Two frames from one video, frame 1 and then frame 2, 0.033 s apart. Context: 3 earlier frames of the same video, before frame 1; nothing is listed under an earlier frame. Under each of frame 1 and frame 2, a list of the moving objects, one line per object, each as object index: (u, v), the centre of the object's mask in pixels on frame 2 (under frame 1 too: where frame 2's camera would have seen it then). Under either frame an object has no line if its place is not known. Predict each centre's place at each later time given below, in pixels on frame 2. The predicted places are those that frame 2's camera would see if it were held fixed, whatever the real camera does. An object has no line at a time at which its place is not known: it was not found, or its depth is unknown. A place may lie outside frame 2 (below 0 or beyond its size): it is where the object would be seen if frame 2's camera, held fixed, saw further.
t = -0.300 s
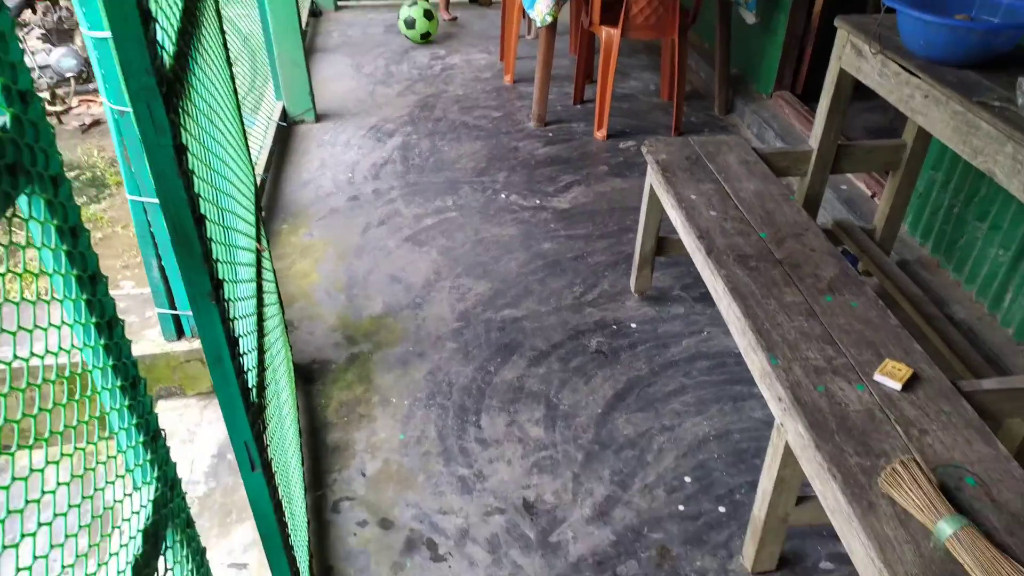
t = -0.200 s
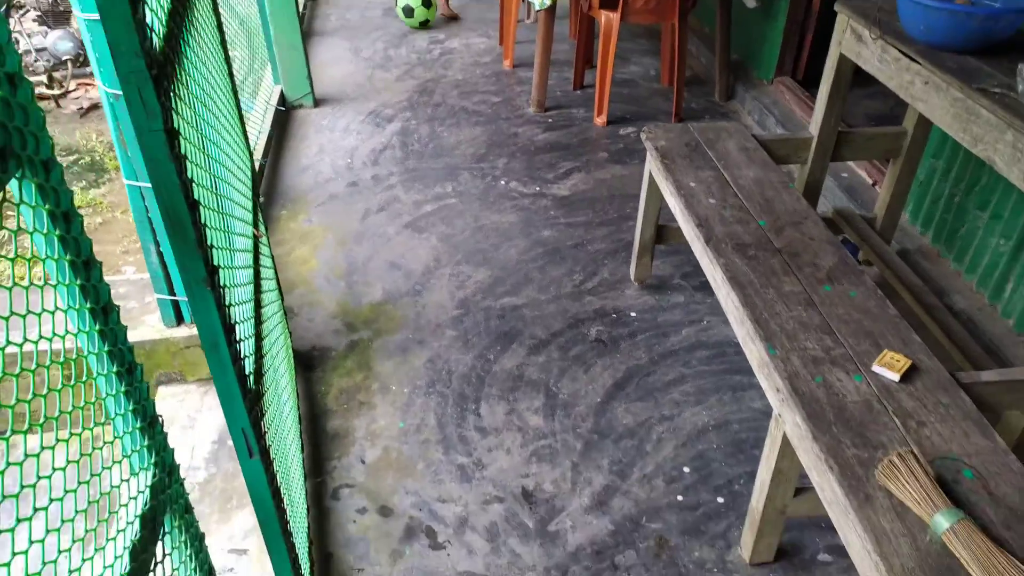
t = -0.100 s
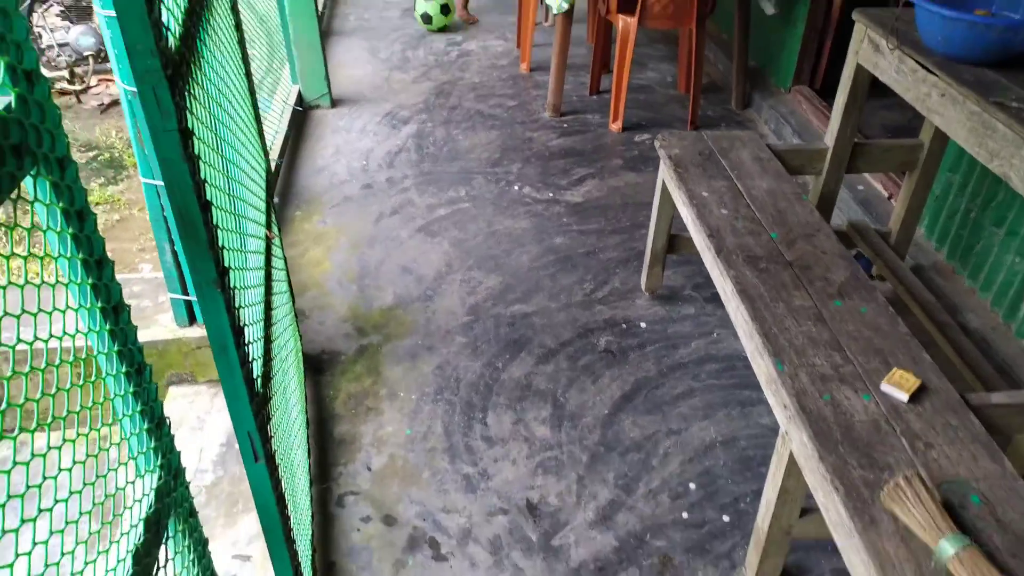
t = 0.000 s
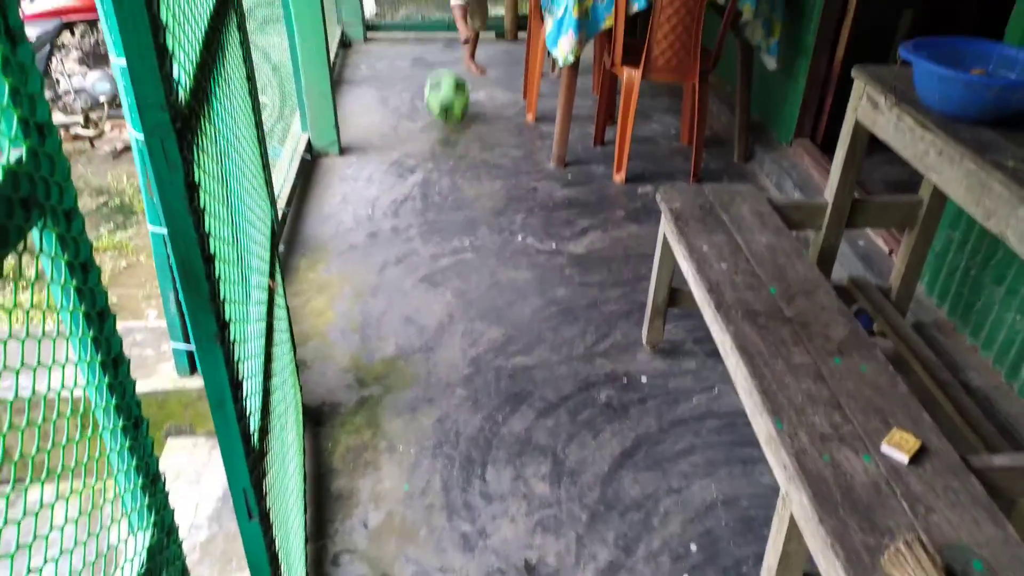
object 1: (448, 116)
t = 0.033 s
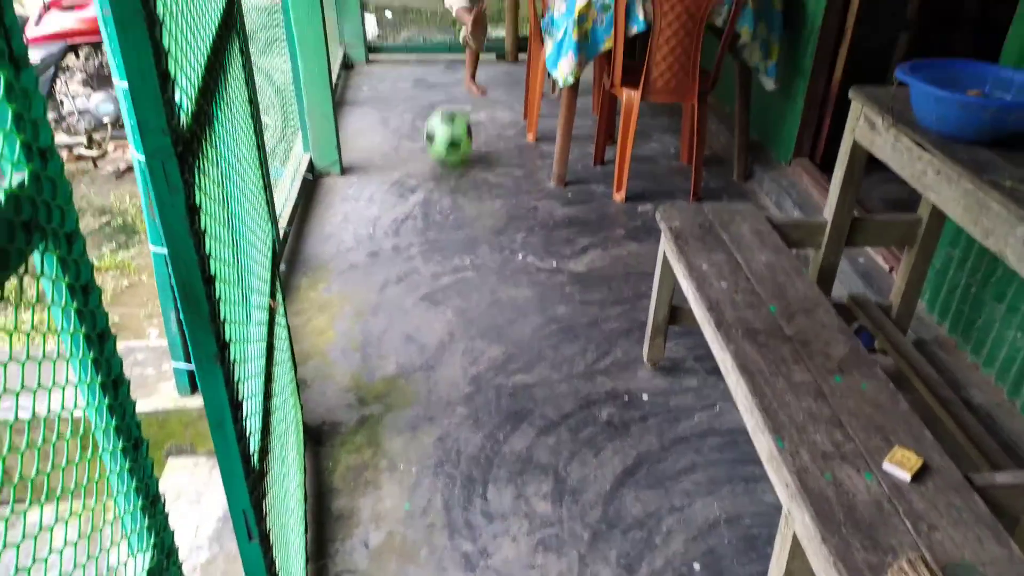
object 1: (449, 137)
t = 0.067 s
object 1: (449, 163)
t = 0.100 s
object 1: (450, 187)
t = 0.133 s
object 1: (450, 206)
